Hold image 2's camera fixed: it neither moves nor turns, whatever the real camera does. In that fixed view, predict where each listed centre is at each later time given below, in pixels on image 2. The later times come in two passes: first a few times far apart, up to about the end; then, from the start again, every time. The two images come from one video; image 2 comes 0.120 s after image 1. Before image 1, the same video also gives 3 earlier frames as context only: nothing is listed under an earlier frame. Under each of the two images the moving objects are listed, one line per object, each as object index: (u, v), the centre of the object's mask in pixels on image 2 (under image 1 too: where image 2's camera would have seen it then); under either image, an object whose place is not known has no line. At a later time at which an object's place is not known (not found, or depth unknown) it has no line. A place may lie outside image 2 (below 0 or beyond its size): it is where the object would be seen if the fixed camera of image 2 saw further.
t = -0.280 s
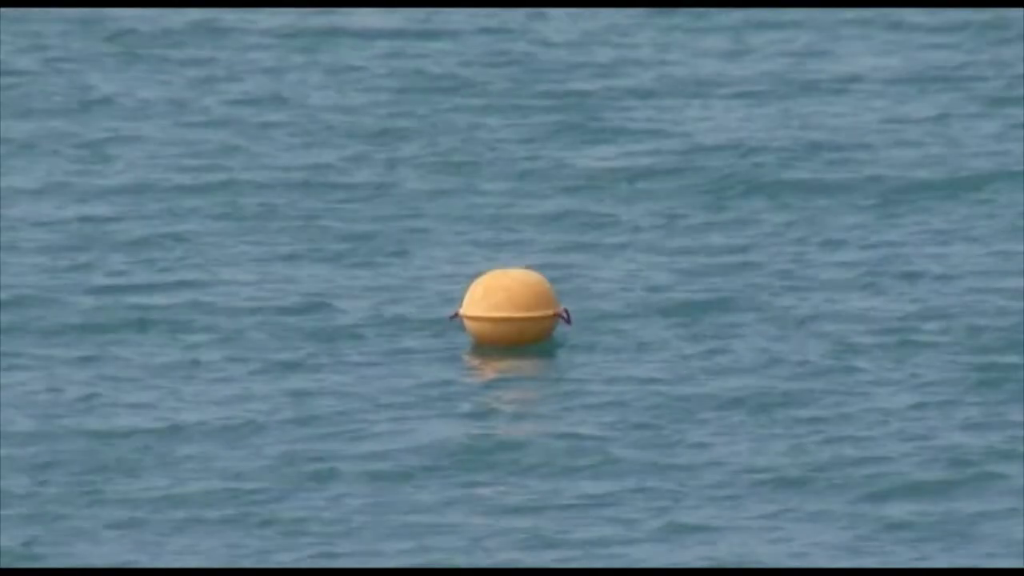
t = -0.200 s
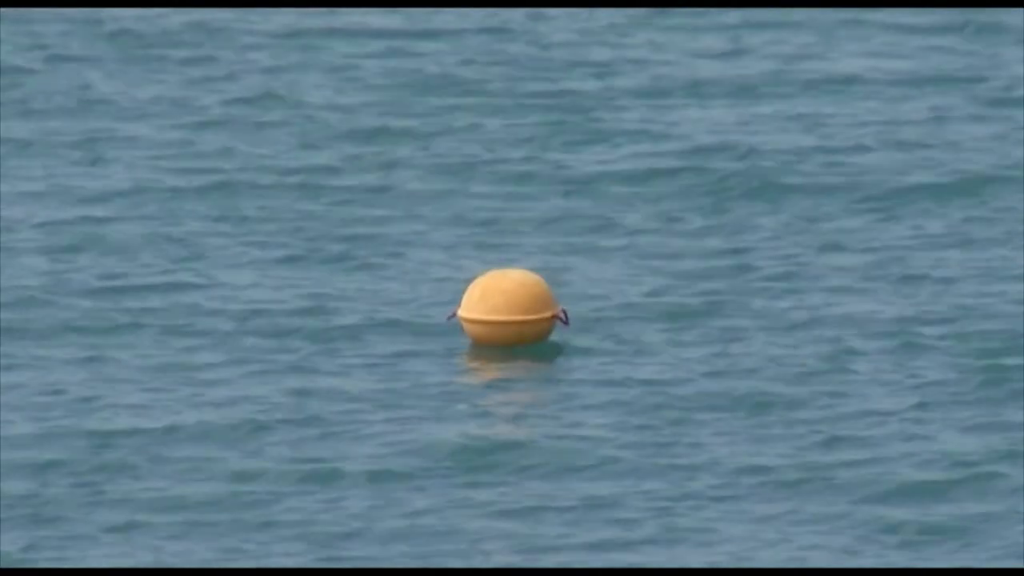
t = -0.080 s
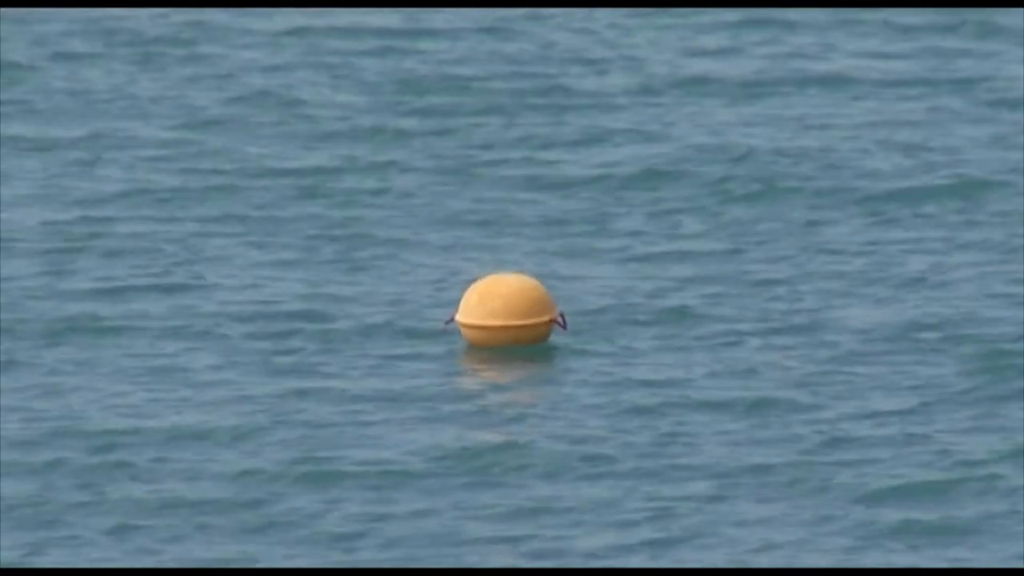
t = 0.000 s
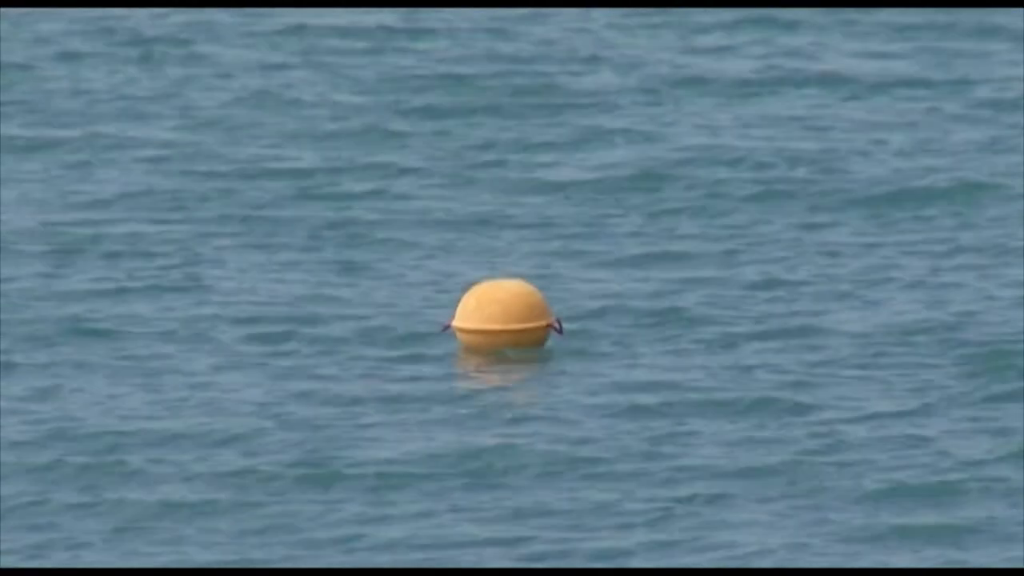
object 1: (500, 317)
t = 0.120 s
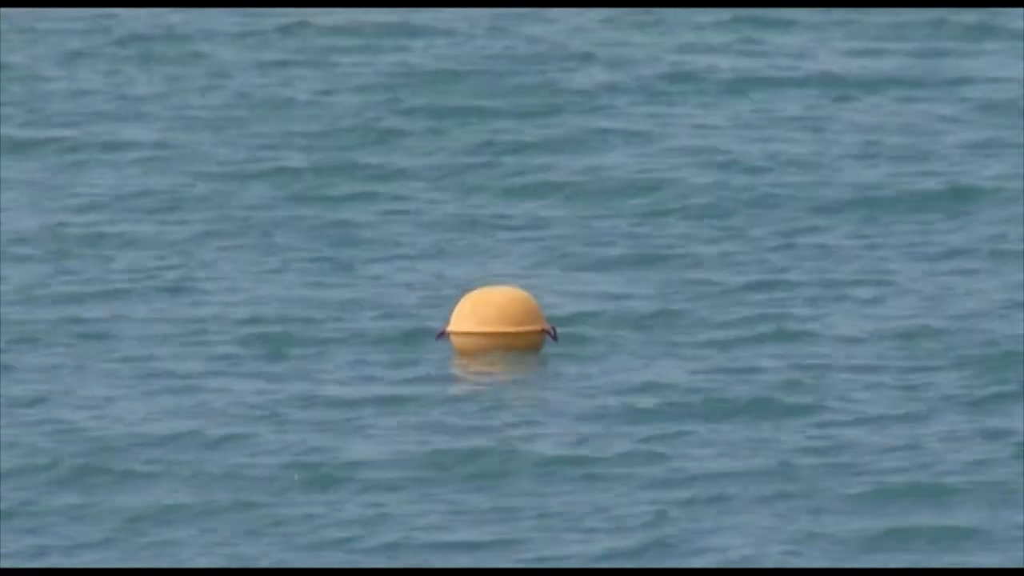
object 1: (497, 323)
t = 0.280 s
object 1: (497, 324)
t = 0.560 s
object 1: (499, 319)
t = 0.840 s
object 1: (498, 319)
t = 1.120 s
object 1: (499, 319)
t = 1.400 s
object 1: (500, 311)
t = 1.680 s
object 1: (500, 307)
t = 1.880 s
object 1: (499, 314)
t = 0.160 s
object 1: (498, 324)
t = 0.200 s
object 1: (497, 324)
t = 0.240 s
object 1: (497, 324)
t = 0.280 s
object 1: (497, 324)
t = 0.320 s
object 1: (497, 323)
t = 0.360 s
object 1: (498, 323)
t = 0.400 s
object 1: (498, 321)
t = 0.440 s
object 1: (498, 320)
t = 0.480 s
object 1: (498, 319)
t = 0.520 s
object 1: (499, 319)
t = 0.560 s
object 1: (499, 319)
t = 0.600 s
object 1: (499, 318)
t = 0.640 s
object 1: (499, 318)
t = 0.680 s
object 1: (499, 318)
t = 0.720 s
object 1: (499, 318)
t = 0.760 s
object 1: (499, 319)
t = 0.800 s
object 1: (498, 319)
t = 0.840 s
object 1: (498, 319)
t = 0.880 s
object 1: (498, 319)
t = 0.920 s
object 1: (498, 319)
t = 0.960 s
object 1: (498, 319)
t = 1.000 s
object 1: (498, 319)
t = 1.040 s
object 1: (498, 319)
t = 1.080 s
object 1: (499, 318)
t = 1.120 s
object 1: (499, 319)
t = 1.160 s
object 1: (499, 318)
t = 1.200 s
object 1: (499, 318)
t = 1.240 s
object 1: (499, 318)
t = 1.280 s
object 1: (499, 316)
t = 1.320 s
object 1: (499, 315)
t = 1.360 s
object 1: (499, 313)
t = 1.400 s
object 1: (500, 311)
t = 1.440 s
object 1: (501, 308)
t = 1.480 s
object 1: (501, 306)
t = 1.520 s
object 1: (500, 305)
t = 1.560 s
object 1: (500, 304)
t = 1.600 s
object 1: (501, 305)
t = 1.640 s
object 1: (501, 306)
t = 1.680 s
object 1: (500, 307)
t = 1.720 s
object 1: (501, 309)
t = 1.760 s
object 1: (500, 311)
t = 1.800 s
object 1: (500, 312)
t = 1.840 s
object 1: (499, 315)
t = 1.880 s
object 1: (499, 314)
